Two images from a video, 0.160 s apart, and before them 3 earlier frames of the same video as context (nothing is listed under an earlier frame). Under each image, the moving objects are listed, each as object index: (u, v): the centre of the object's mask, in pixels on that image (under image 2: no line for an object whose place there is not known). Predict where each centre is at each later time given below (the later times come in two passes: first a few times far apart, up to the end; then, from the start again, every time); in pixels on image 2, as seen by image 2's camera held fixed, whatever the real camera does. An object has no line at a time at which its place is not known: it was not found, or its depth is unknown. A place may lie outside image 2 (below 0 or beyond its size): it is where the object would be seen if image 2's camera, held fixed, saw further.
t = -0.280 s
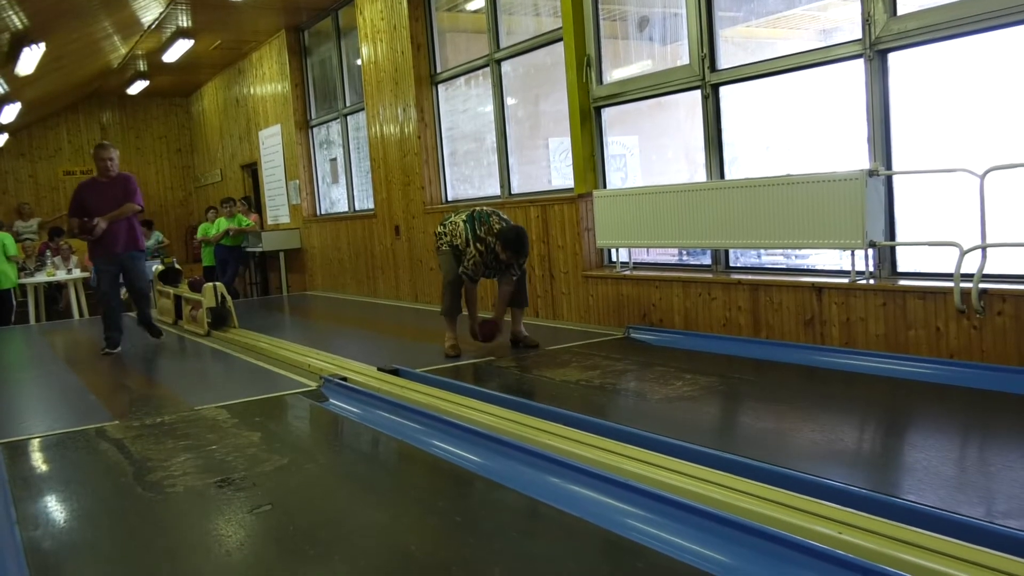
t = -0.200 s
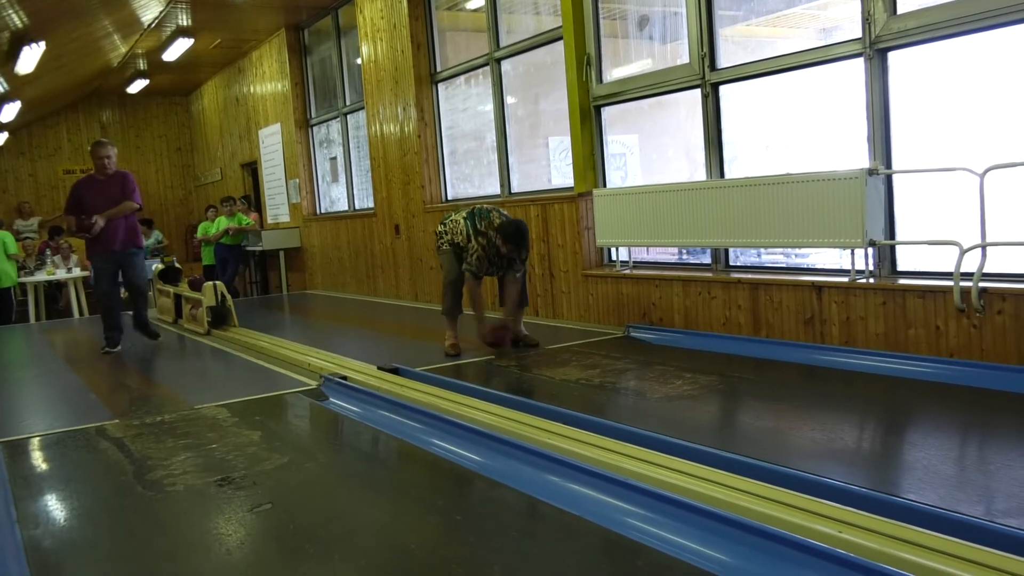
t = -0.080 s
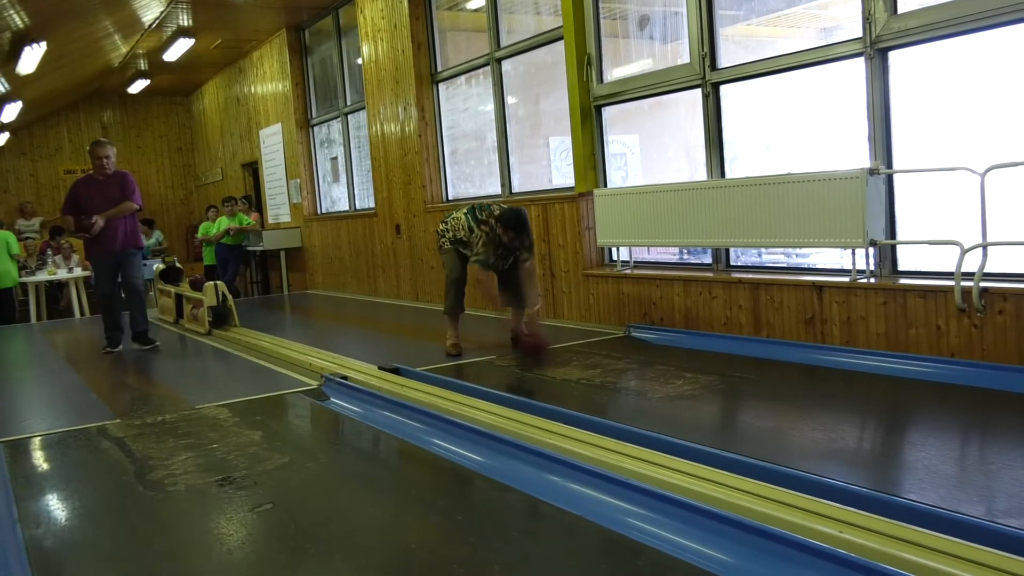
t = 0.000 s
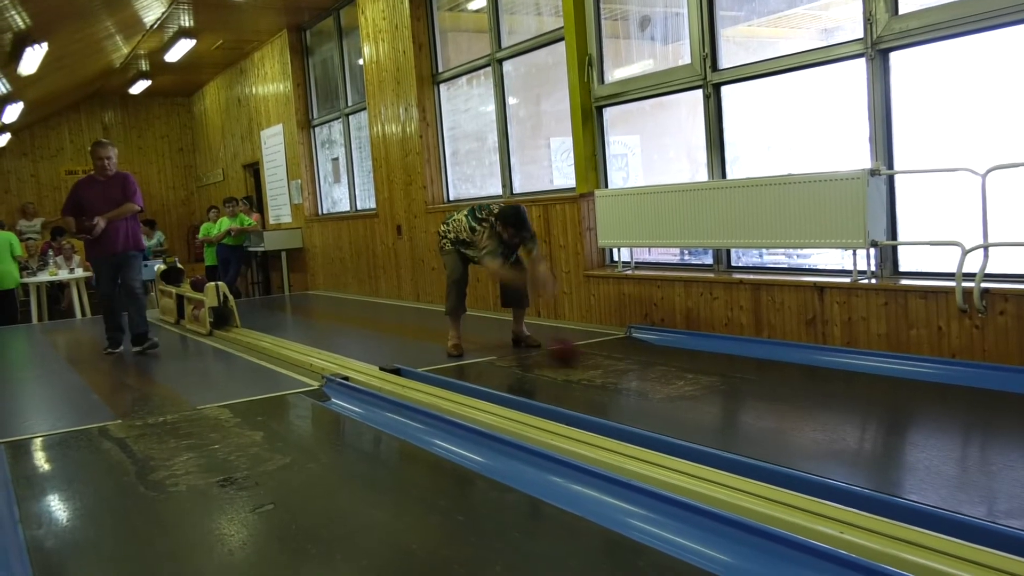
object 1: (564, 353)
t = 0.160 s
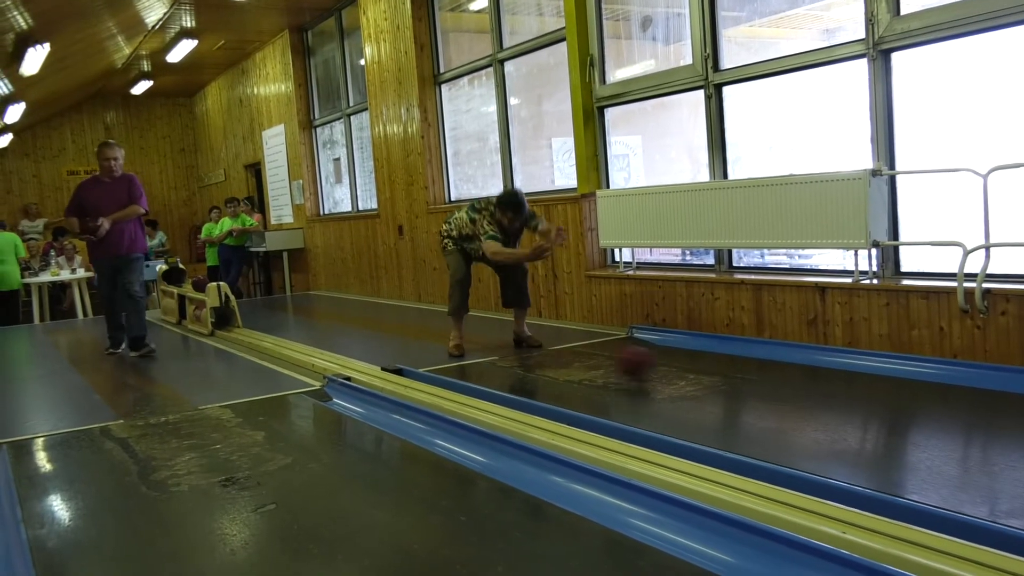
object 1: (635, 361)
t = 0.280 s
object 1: (692, 368)
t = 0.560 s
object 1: (856, 395)
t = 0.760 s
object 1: (999, 419)
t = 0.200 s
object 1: (653, 363)
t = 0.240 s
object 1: (672, 365)
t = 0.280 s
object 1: (692, 368)
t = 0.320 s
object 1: (714, 373)
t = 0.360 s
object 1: (735, 377)
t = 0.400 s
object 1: (757, 379)
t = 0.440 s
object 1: (779, 383)
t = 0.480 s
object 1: (801, 387)
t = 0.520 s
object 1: (826, 391)
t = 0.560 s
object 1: (856, 395)
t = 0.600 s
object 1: (884, 399)
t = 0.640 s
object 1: (914, 404)
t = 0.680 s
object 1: (946, 409)
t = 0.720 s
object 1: (977, 414)
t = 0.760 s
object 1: (999, 419)
